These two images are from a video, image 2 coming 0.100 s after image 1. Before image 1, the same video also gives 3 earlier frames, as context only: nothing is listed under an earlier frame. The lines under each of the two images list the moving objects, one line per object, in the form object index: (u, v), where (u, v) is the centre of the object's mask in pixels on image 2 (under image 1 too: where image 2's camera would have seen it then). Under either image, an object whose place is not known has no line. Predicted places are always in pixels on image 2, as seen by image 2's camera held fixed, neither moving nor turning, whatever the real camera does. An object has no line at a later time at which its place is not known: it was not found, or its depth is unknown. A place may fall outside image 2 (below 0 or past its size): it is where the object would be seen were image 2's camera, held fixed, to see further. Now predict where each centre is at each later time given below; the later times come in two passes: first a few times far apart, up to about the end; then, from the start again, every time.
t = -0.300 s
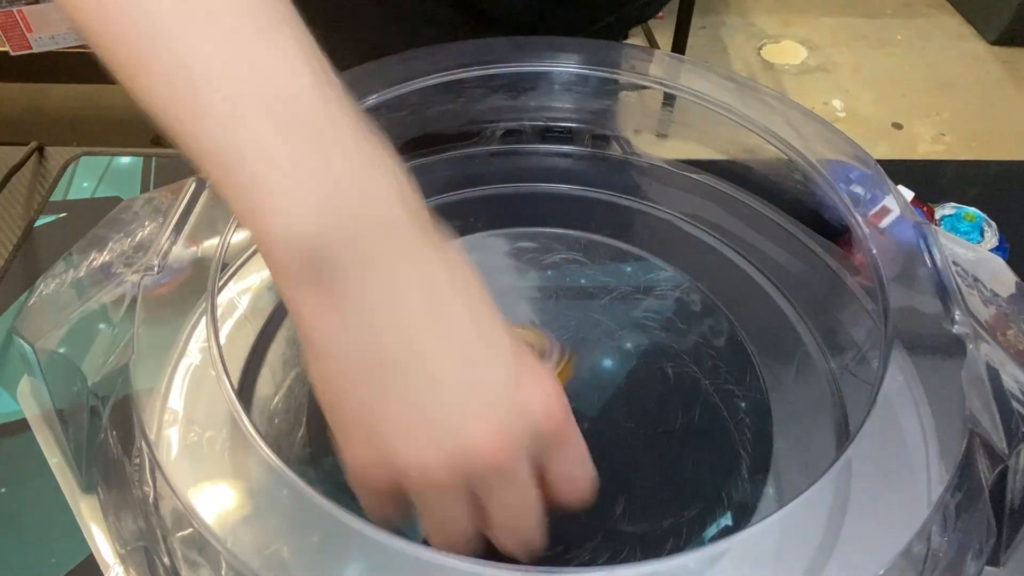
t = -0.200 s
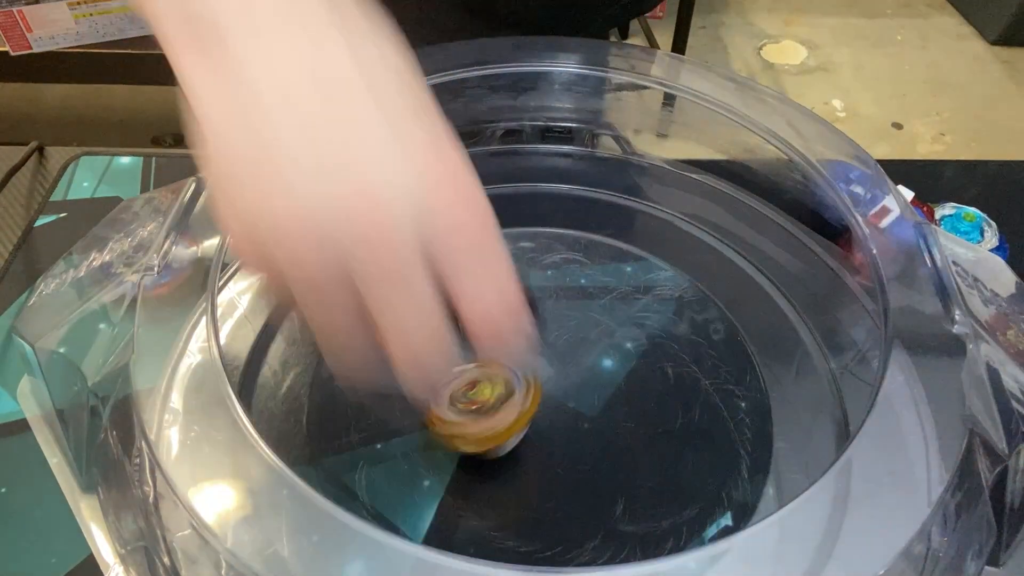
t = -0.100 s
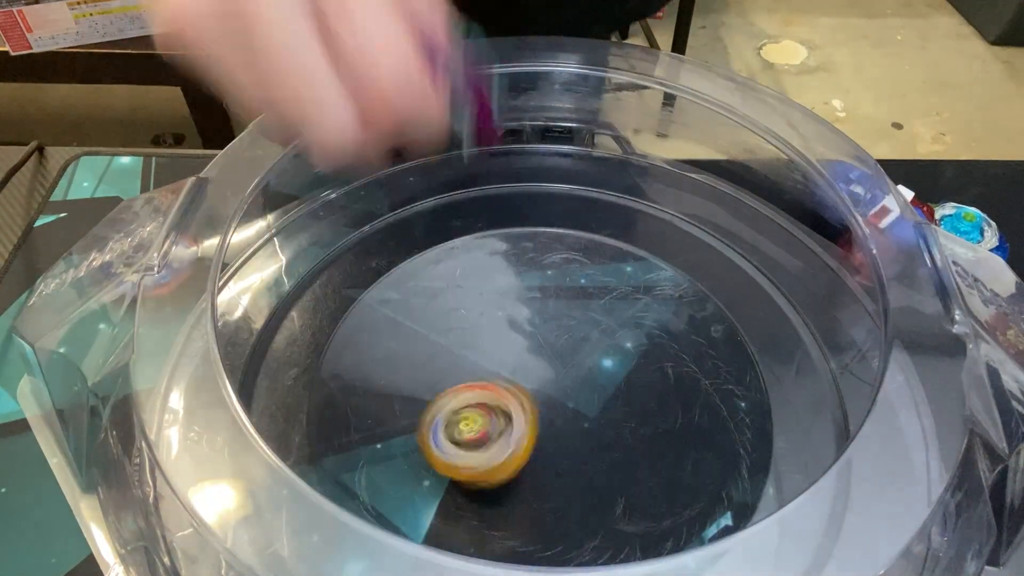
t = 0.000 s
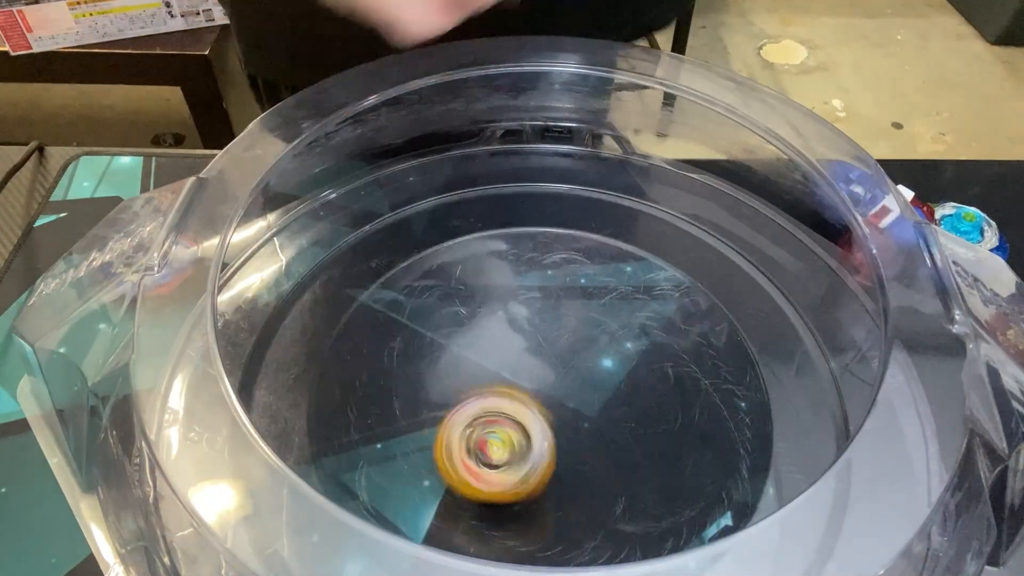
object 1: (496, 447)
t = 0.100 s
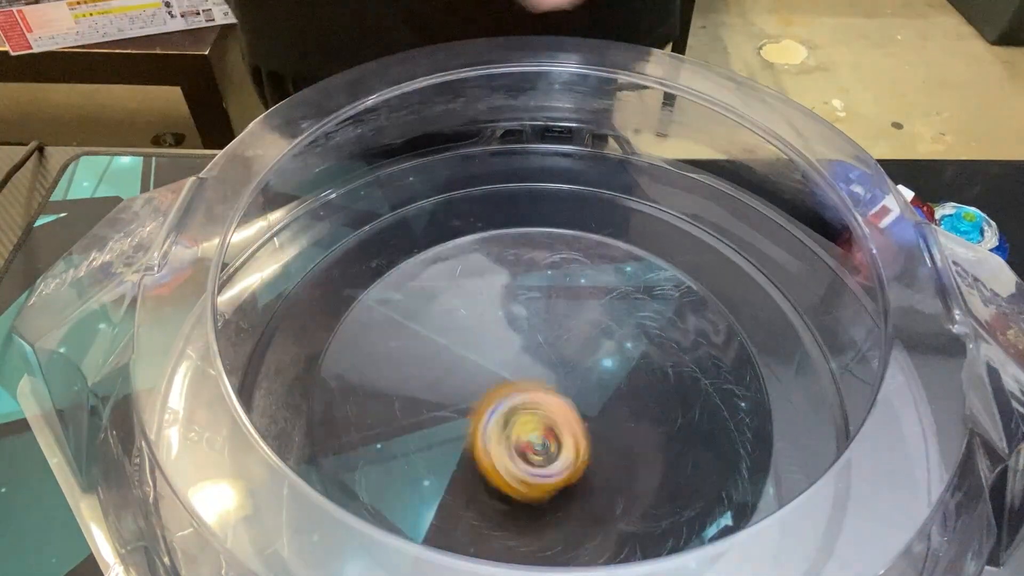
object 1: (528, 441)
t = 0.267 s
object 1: (571, 377)
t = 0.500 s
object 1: (542, 322)
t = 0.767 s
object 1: (520, 389)
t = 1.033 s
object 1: (573, 443)
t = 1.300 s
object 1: (563, 410)
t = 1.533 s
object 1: (525, 393)
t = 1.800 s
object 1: (515, 394)
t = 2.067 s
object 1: (523, 413)
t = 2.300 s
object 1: (534, 404)
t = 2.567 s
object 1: (534, 370)
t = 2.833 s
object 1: (533, 372)
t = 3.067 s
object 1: (519, 382)
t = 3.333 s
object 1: (528, 383)
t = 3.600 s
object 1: (552, 377)
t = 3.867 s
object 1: (547, 375)
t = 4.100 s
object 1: (542, 374)
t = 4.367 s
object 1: (554, 377)
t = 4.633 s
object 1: (547, 374)
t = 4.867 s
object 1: (553, 378)
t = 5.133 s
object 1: (553, 379)
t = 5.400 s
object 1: (554, 379)
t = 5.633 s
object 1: (556, 381)
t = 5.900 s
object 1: (555, 381)
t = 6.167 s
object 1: (556, 384)
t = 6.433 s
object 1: (556, 384)
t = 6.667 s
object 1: (550, 392)
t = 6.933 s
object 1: (549, 398)
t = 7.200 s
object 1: (542, 400)
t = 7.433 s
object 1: (539, 396)
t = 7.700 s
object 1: (538, 395)
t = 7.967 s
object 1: (537, 394)
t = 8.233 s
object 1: (536, 393)
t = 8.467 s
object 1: (534, 393)
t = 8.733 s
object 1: (535, 392)
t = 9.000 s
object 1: (537, 393)
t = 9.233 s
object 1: (536, 395)
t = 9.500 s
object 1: (537, 394)
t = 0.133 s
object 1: (540, 432)
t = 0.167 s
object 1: (551, 421)
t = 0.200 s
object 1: (559, 408)
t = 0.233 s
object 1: (568, 394)
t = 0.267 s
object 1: (571, 377)
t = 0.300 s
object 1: (572, 365)
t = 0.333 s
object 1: (570, 351)
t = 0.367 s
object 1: (566, 340)
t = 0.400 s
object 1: (563, 331)
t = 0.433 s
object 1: (555, 325)
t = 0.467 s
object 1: (549, 323)
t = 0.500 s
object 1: (542, 322)
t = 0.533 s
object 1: (537, 322)
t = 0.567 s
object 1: (532, 324)
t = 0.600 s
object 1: (526, 330)
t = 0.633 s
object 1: (521, 337)
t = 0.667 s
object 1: (517, 348)
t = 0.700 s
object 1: (516, 361)
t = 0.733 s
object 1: (516, 374)
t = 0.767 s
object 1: (520, 389)
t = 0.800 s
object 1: (526, 403)
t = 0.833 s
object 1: (533, 418)
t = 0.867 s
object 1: (541, 428)
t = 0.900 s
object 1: (548, 436)
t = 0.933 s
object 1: (558, 441)
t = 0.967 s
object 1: (567, 443)
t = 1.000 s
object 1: (572, 444)
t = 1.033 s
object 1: (573, 443)
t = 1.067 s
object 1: (573, 443)
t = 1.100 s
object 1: (571, 442)
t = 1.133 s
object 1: (568, 441)
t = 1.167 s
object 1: (562, 438)
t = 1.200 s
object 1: (560, 430)
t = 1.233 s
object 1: (561, 422)
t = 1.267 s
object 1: (562, 415)
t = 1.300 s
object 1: (563, 410)
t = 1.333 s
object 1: (561, 407)
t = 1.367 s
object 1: (556, 404)
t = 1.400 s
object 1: (552, 401)
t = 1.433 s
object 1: (545, 399)
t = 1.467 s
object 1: (538, 395)
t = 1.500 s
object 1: (531, 394)
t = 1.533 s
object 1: (525, 393)
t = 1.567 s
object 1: (519, 394)
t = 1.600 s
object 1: (515, 393)
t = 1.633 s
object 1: (512, 395)
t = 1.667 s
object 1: (511, 394)
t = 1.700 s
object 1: (511, 395)
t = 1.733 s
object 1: (511, 394)
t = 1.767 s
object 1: (513, 395)
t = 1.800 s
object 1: (515, 394)
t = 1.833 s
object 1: (521, 395)
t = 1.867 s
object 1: (524, 396)
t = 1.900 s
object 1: (530, 400)
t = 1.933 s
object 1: (531, 405)
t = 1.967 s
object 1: (530, 408)
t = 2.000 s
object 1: (527, 412)
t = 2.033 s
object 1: (524, 413)
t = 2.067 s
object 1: (523, 413)
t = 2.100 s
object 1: (522, 414)
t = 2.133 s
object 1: (522, 414)
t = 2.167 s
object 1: (523, 414)
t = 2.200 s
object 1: (525, 413)
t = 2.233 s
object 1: (528, 411)
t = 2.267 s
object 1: (531, 408)
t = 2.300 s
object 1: (534, 404)
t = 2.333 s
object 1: (536, 399)
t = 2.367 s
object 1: (537, 394)
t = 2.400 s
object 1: (538, 390)
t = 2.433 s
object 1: (539, 384)
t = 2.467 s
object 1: (538, 380)
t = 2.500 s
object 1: (535, 377)
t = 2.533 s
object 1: (535, 372)
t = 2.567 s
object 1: (534, 370)
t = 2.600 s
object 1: (535, 368)
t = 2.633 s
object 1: (533, 368)
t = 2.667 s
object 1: (532, 367)
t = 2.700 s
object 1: (531, 367)
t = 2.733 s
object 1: (531, 366)
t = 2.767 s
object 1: (531, 369)
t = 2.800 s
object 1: (532, 369)
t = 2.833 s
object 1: (533, 372)
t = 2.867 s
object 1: (532, 374)
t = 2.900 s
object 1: (532, 376)
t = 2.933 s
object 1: (530, 378)
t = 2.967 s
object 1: (527, 380)
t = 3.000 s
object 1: (525, 382)
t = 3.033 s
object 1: (522, 382)
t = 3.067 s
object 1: (519, 382)
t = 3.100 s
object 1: (517, 382)
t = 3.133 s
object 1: (516, 382)
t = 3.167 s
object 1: (517, 382)
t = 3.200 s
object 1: (518, 382)
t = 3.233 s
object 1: (520, 382)
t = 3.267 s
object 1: (522, 383)
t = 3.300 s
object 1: (525, 383)
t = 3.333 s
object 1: (528, 383)
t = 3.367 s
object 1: (531, 383)
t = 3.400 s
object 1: (534, 383)
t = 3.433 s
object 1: (538, 381)
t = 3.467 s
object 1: (542, 379)
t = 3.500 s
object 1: (547, 379)
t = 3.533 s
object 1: (549, 380)
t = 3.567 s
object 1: (551, 379)
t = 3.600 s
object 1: (552, 377)
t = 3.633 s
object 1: (552, 375)
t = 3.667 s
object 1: (553, 374)
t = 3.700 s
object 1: (554, 374)
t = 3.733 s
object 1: (554, 373)
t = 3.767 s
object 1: (552, 374)
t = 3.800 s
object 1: (550, 375)
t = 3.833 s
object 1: (548, 375)
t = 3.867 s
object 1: (547, 375)
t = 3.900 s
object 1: (544, 375)
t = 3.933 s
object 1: (543, 374)
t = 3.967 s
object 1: (542, 374)
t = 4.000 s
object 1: (541, 374)
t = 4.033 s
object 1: (541, 374)
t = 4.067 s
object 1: (541, 374)
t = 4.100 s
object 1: (542, 374)
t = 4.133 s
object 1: (544, 375)
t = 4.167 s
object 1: (546, 376)
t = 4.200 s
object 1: (548, 376)
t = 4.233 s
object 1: (551, 377)
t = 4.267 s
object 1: (552, 376)
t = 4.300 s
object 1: (553, 377)
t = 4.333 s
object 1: (554, 377)
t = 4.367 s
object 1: (554, 377)
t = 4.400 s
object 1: (554, 377)
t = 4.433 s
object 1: (554, 377)
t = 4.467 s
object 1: (553, 377)
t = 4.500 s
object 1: (552, 376)
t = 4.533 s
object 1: (551, 376)
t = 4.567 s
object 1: (549, 375)
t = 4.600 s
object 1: (548, 375)
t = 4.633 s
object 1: (547, 374)
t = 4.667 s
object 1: (548, 375)
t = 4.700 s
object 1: (549, 374)
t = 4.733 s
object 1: (549, 376)
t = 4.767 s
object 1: (550, 377)
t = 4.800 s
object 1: (551, 377)
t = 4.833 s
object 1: (552, 378)
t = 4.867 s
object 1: (553, 378)
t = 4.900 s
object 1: (554, 379)
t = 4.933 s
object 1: (555, 379)
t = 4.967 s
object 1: (556, 379)
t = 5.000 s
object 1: (556, 379)
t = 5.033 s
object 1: (556, 380)
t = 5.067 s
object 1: (556, 379)
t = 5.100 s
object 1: (555, 379)
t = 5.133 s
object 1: (553, 379)
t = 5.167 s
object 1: (553, 377)
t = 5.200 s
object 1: (552, 377)
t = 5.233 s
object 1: (552, 377)
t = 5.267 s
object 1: (552, 377)
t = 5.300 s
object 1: (553, 378)
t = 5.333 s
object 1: (553, 378)
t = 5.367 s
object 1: (554, 379)
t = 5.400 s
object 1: (554, 379)
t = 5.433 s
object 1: (554, 379)
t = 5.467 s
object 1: (555, 379)
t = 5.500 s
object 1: (555, 380)
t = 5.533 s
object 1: (556, 380)
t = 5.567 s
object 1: (556, 380)
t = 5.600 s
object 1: (556, 381)
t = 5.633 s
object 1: (556, 381)
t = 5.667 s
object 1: (556, 380)
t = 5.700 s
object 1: (555, 380)
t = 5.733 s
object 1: (555, 380)
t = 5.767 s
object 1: (554, 379)
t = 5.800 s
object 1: (554, 380)
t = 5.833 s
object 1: (555, 380)
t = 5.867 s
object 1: (555, 380)
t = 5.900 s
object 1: (555, 381)
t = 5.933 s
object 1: (555, 382)
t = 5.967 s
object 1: (556, 382)
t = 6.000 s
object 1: (557, 384)
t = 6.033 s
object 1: (556, 384)
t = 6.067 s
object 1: (556, 384)
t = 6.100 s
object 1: (557, 383)
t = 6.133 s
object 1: (557, 384)
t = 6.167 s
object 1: (556, 384)
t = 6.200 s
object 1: (557, 383)
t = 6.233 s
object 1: (558, 384)
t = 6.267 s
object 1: (556, 384)
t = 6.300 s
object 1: (556, 383)
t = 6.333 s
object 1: (556, 383)
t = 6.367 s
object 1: (557, 385)
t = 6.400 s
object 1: (556, 384)
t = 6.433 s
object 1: (556, 384)
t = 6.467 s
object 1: (555, 386)
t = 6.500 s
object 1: (554, 387)
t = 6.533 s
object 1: (555, 388)
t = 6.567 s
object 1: (556, 390)
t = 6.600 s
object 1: (552, 392)
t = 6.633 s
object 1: (551, 392)
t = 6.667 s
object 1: (550, 392)
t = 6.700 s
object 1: (549, 394)
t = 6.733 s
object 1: (548, 395)
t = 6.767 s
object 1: (548, 395)
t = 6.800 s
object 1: (550, 396)
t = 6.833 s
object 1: (550, 398)
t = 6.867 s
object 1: (549, 400)
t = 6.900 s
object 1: (548, 399)
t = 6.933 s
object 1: (549, 398)
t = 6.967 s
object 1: (546, 399)
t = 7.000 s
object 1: (545, 400)
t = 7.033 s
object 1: (544, 399)
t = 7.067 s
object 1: (544, 399)
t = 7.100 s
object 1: (542, 399)
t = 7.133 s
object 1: (542, 398)
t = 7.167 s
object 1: (542, 399)
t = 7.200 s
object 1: (542, 400)
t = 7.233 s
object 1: (542, 399)
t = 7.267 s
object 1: (541, 398)
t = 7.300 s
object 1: (541, 398)
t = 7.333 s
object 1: (541, 399)
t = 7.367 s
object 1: (540, 398)
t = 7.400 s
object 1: (538, 397)
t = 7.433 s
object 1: (539, 396)
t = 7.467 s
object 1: (539, 397)
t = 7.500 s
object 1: (538, 396)
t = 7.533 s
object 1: (536, 395)
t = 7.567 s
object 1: (537, 395)
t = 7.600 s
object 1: (537, 396)
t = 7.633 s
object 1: (536, 396)
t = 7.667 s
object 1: (536, 395)
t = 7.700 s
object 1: (538, 395)
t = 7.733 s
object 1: (537, 396)
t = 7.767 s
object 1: (536, 395)
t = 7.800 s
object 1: (537, 395)
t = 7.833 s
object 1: (537, 394)
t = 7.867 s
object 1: (537, 395)
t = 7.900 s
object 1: (536, 396)
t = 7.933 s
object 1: (536, 395)
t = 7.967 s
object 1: (537, 394)
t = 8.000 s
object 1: (538, 396)
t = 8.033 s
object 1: (536, 396)
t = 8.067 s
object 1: (536, 395)
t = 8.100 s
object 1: (537, 394)
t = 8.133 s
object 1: (538, 395)
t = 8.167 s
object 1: (536, 395)
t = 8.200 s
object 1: (536, 394)
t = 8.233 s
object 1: (536, 393)
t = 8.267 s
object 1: (536, 393)
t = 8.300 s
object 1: (536, 393)
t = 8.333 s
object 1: (535, 393)
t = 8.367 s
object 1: (535, 392)
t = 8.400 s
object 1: (536, 392)
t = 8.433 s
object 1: (536, 393)
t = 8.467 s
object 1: (534, 393)
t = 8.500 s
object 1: (534, 392)
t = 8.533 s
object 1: (535, 392)
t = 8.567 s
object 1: (536, 392)
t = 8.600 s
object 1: (534, 392)
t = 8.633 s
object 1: (534, 392)
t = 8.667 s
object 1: (534, 391)
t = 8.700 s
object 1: (535, 391)
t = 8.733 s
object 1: (535, 392)
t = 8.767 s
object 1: (534, 392)
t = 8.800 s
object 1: (534, 392)
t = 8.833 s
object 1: (535, 391)
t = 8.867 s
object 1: (536, 392)
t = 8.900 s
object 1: (535, 393)
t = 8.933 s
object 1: (535, 394)
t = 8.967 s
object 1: (536, 393)
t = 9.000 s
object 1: (537, 393)
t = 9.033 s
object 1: (537, 394)
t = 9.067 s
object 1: (536, 395)
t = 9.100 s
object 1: (536, 395)
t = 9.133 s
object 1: (536, 395)
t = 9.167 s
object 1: (537, 394)
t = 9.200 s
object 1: (537, 395)
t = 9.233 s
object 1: (536, 395)
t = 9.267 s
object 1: (536, 395)
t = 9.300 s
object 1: (536, 394)
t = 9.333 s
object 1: (537, 394)
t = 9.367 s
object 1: (537, 395)
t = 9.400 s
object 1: (536, 395)
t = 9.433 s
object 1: (536, 395)
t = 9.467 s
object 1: (536, 394)
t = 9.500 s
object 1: (537, 394)
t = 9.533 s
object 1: (537, 395)
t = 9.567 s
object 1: (536, 395)
